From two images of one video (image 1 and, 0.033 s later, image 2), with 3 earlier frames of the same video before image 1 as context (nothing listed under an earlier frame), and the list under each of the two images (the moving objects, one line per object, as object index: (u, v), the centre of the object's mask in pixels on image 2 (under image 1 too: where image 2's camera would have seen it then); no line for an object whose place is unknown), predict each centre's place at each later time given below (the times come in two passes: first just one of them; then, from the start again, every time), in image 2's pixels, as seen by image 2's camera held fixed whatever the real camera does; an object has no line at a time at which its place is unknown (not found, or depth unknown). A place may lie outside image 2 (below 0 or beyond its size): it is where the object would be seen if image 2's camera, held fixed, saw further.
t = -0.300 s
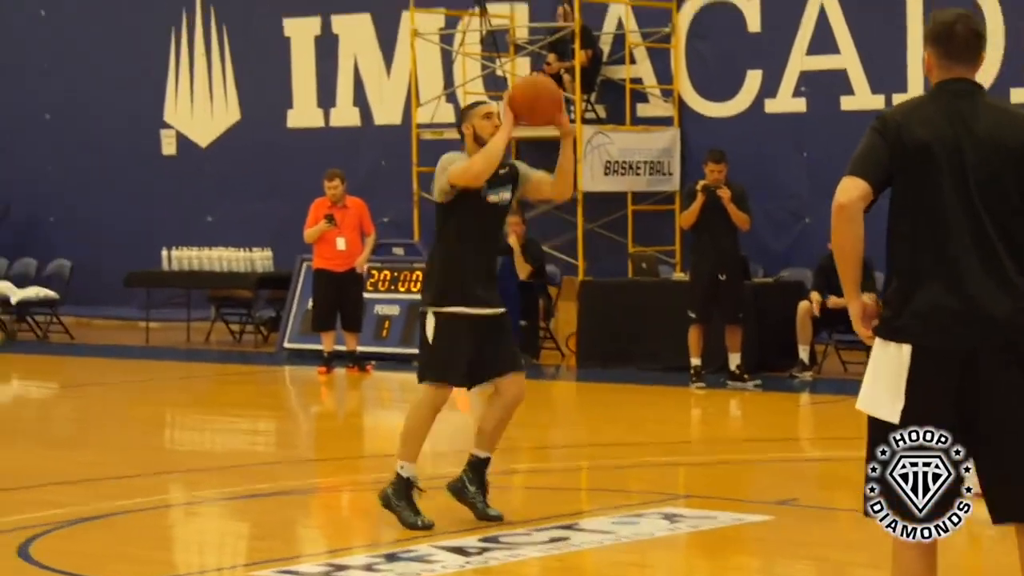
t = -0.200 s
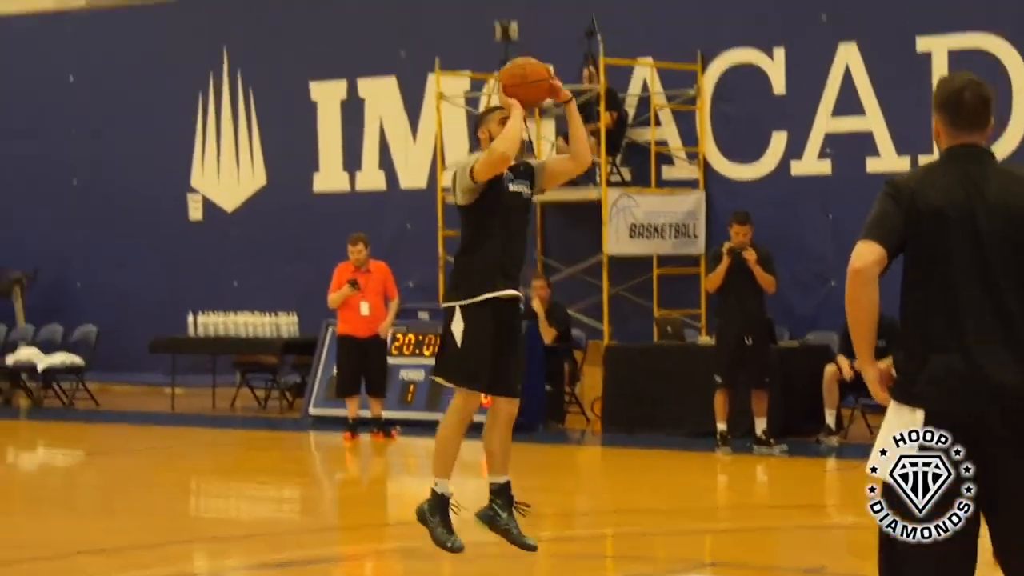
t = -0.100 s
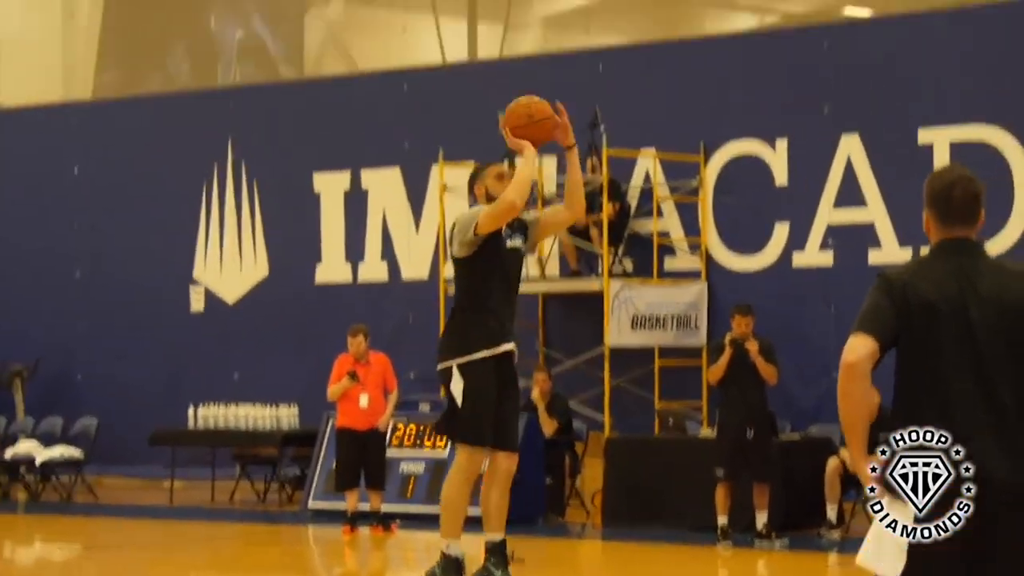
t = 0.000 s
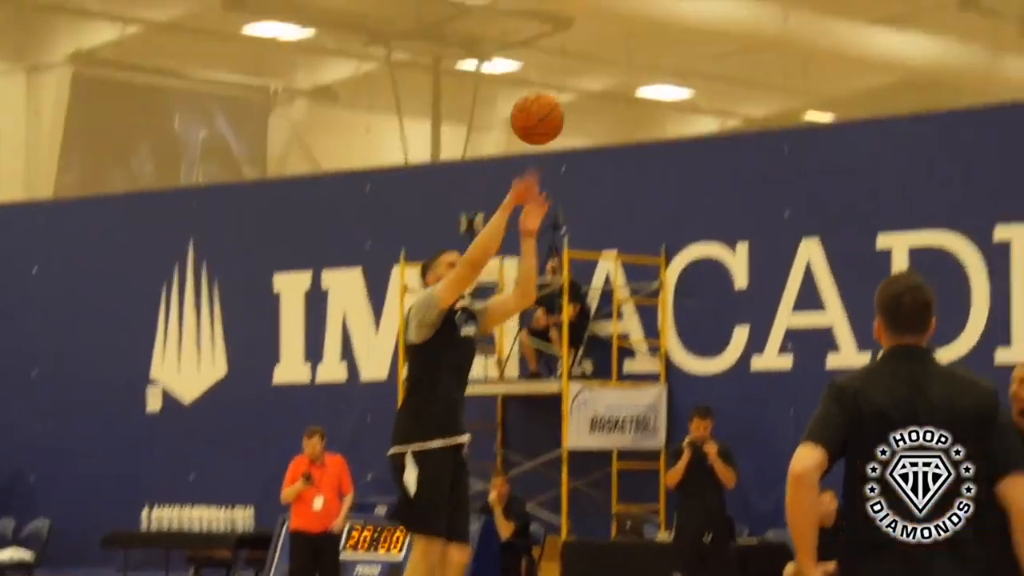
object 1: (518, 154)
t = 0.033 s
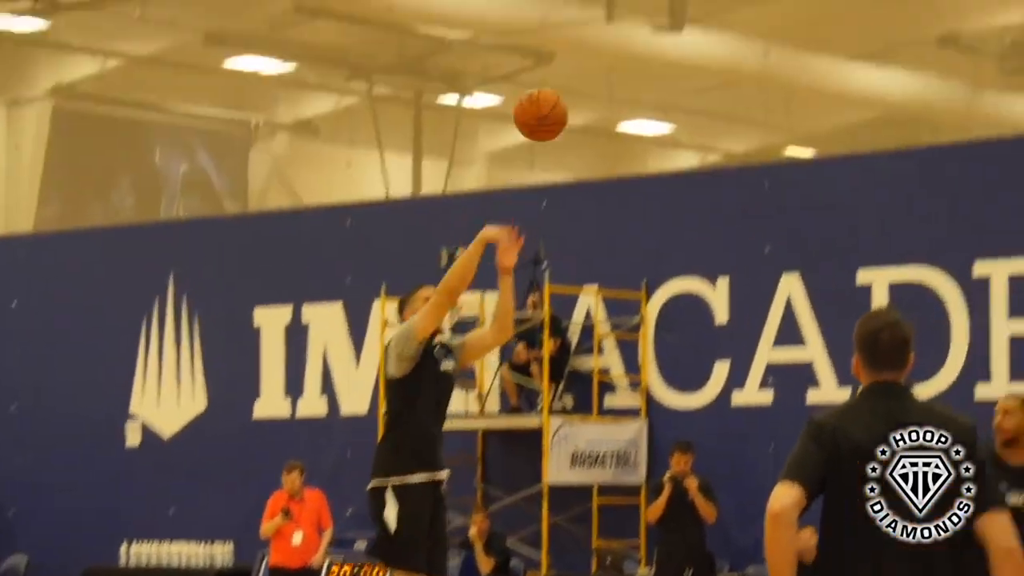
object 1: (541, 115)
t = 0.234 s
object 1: (686, -78)
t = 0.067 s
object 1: (564, 78)
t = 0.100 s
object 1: (587, 44)
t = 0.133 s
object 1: (611, 11)
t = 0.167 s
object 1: (635, -22)
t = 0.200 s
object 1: (660, -51)
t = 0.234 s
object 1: (686, -78)
